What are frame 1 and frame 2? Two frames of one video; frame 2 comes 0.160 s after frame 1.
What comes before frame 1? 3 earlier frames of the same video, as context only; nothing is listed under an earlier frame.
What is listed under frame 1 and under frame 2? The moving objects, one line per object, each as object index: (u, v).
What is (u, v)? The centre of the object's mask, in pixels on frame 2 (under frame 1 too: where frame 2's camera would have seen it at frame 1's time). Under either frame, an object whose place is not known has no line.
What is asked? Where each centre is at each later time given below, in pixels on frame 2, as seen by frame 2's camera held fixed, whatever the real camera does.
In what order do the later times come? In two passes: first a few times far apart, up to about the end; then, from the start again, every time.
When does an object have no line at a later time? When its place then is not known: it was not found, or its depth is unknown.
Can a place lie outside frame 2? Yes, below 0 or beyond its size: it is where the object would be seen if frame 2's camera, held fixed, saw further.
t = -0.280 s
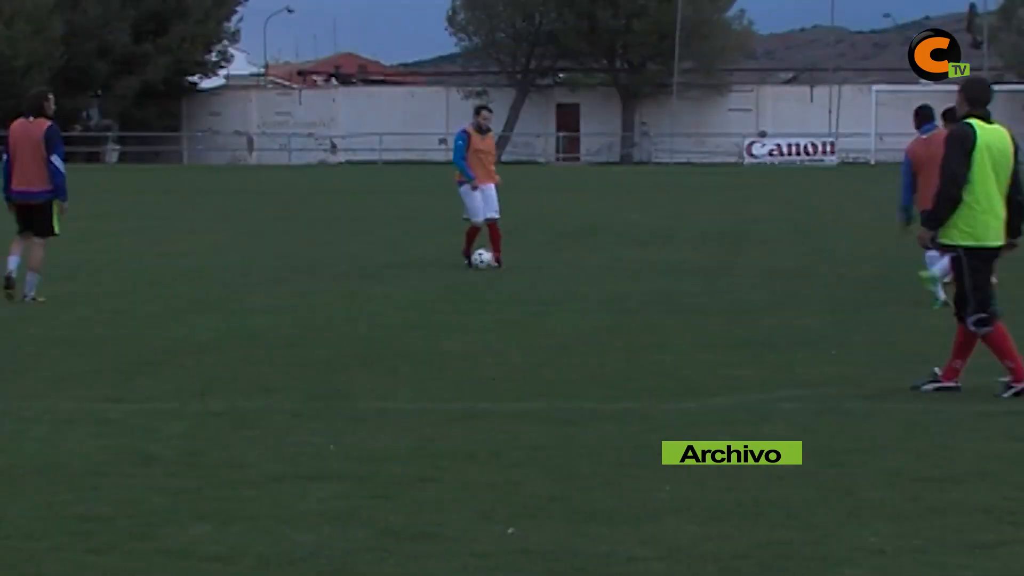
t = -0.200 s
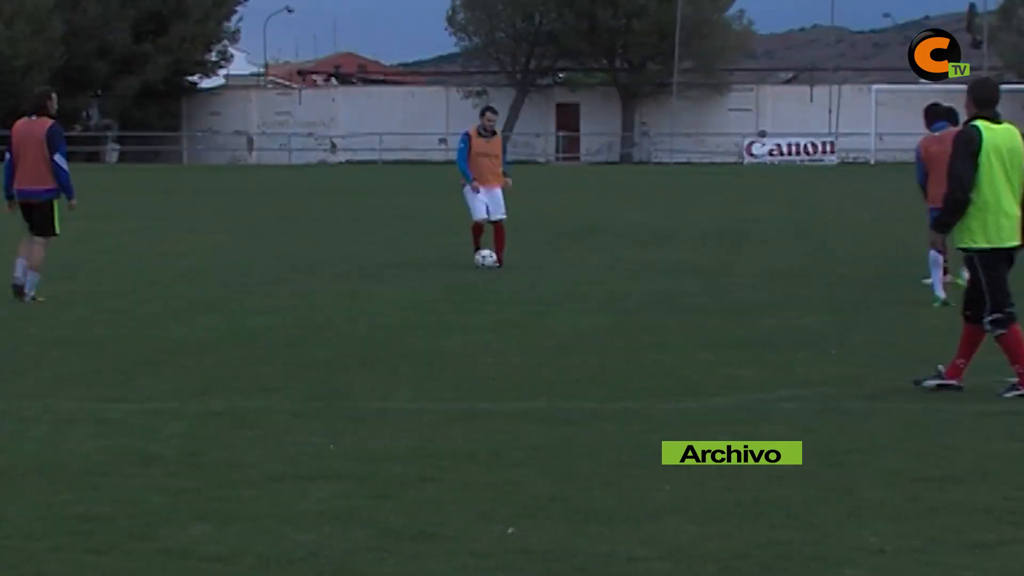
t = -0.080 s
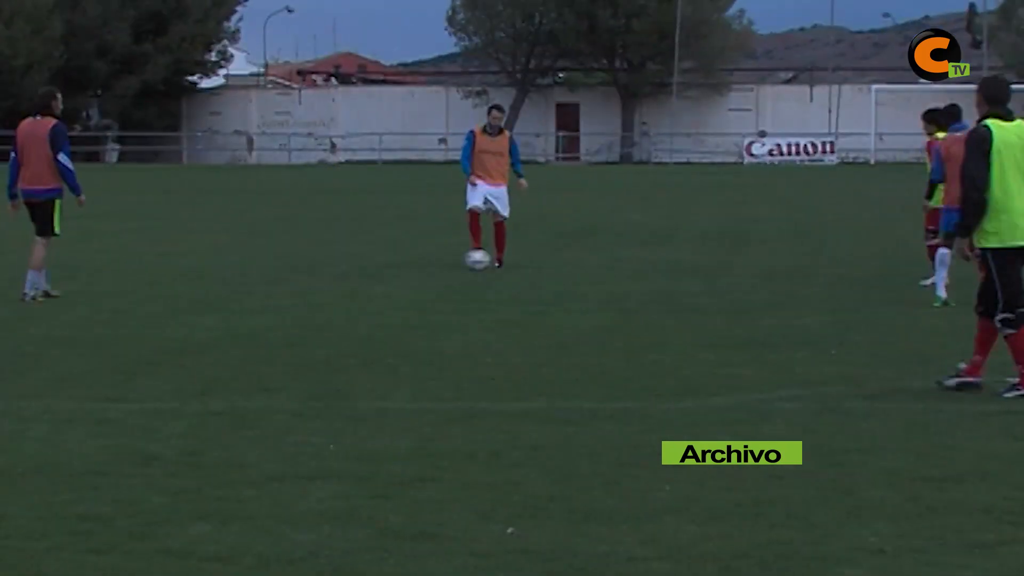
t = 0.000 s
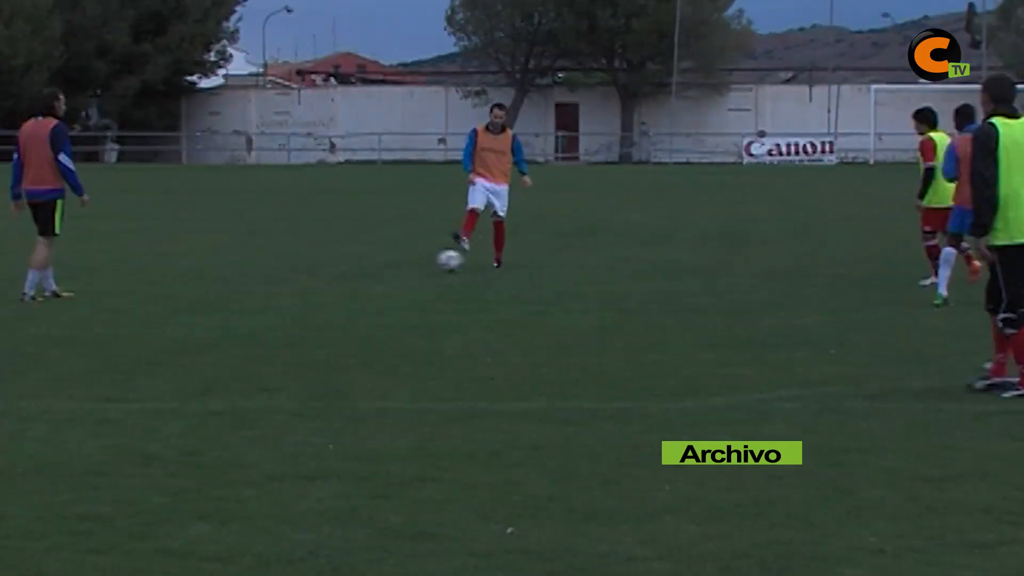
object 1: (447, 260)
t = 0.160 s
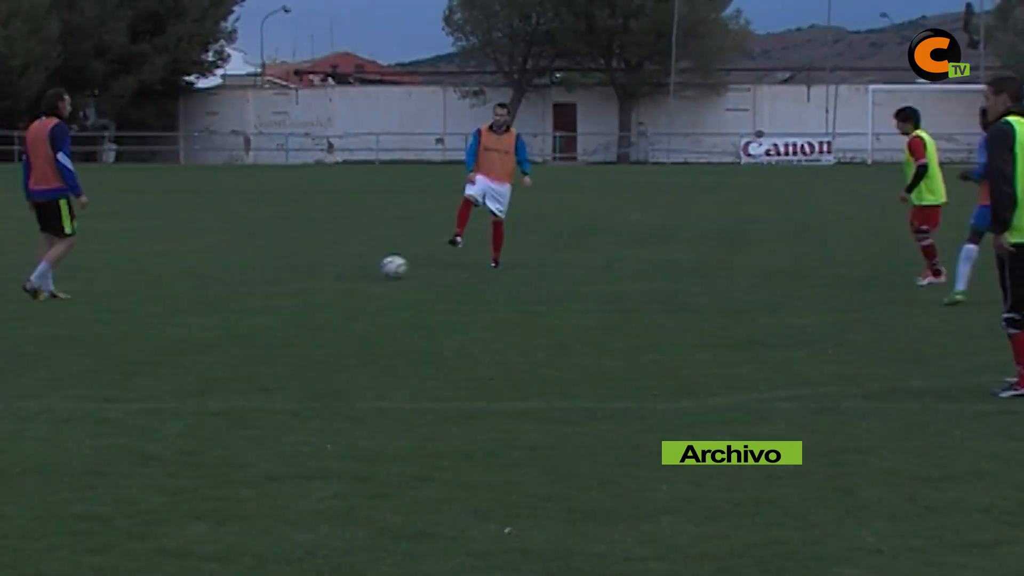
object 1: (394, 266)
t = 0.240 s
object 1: (368, 270)
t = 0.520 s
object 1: (295, 273)
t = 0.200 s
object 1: (381, 269)
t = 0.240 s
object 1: (368, 270)
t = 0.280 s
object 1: (356, 272)
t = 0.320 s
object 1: (345, 271)
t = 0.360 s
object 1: (334, 273)
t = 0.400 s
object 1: (324, 274)
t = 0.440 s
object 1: (315, 271)
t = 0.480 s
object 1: (304, 271)
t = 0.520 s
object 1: (295, 273)
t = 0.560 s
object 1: (285, 277)
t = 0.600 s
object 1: (275, 279)
